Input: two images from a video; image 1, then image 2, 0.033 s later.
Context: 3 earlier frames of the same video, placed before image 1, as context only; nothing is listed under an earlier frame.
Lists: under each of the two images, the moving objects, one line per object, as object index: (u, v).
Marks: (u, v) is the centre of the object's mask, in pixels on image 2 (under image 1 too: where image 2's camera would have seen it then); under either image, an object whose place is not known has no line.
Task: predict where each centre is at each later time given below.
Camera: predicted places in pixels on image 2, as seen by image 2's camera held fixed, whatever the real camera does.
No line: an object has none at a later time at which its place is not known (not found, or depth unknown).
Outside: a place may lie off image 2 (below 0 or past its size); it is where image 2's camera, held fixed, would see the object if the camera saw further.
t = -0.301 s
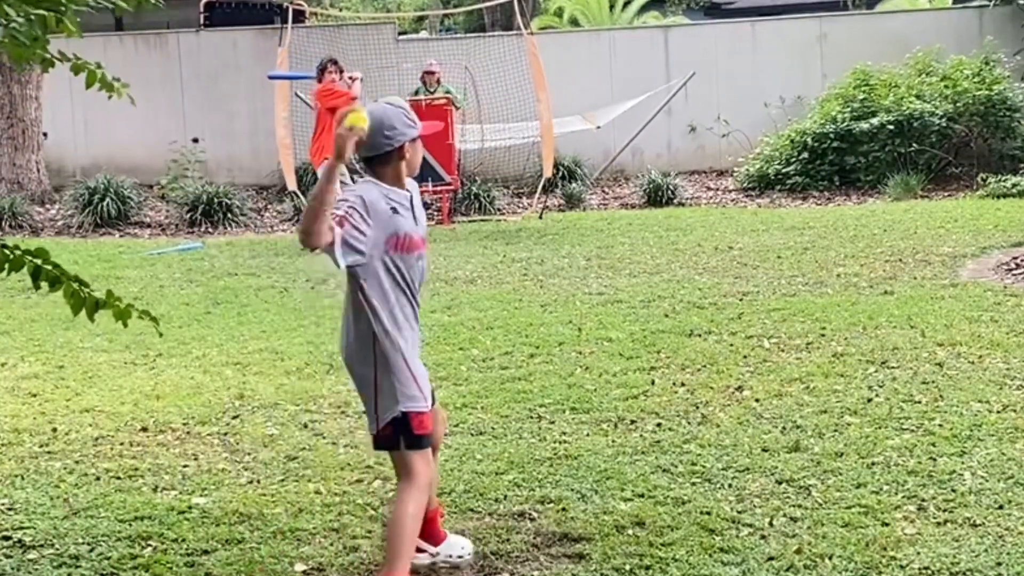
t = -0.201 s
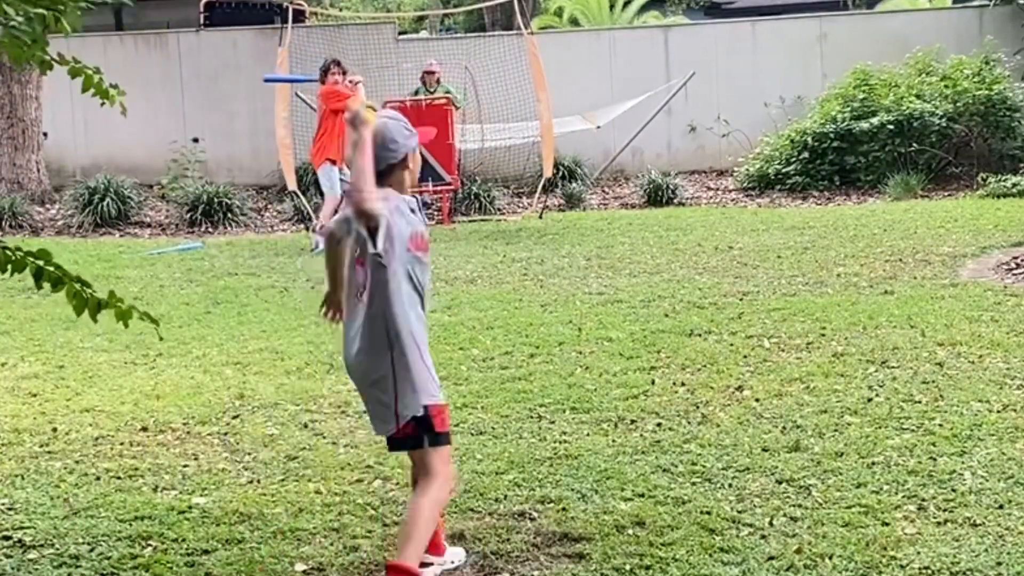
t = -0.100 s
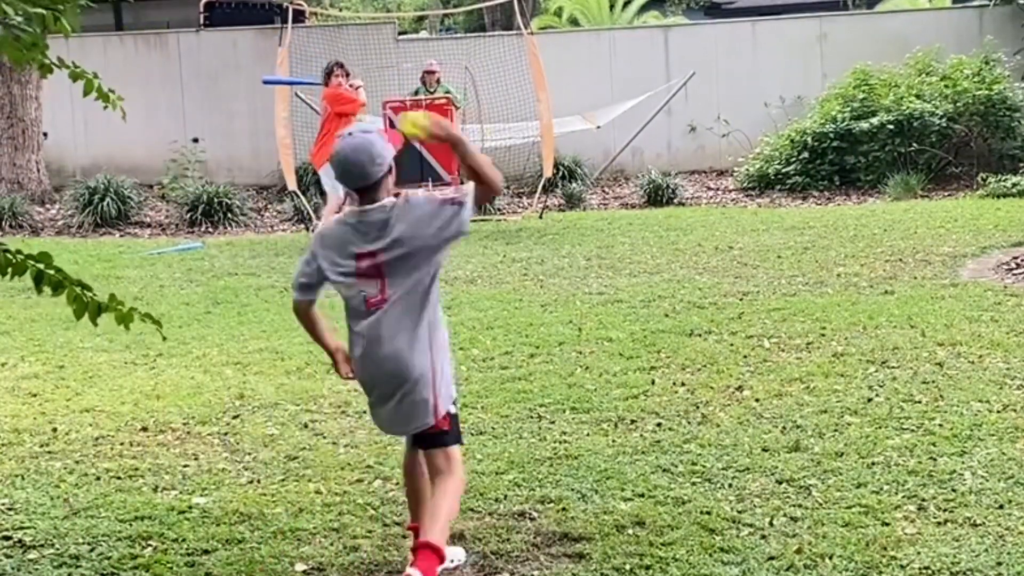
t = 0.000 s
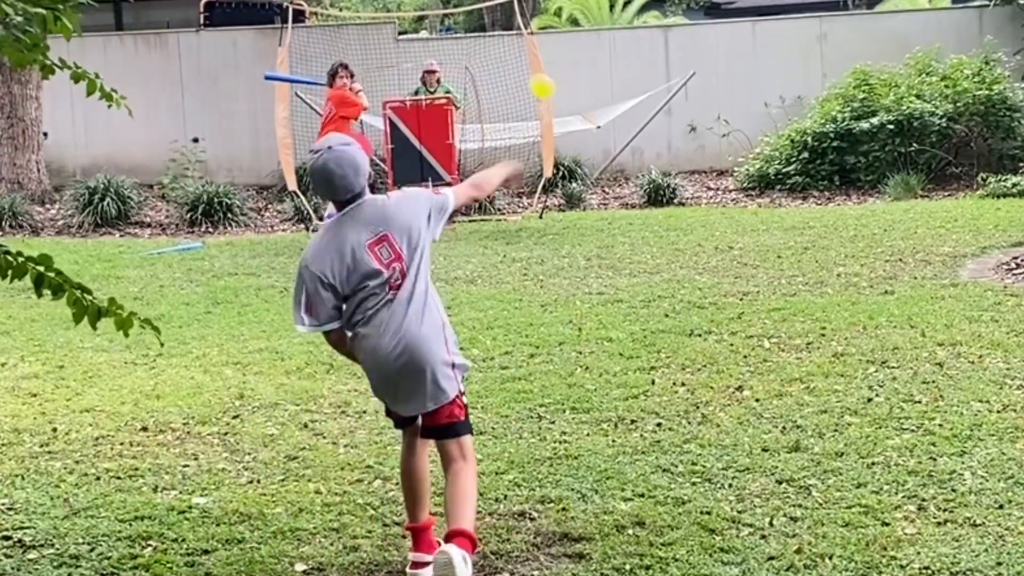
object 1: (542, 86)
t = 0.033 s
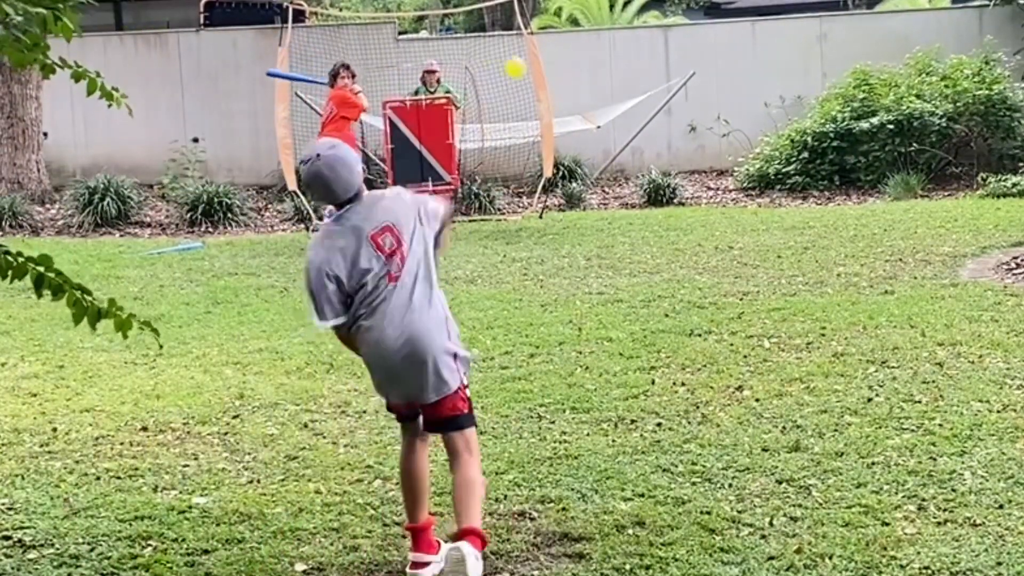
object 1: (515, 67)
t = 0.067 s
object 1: (493, 51)
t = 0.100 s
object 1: (476, 40)
